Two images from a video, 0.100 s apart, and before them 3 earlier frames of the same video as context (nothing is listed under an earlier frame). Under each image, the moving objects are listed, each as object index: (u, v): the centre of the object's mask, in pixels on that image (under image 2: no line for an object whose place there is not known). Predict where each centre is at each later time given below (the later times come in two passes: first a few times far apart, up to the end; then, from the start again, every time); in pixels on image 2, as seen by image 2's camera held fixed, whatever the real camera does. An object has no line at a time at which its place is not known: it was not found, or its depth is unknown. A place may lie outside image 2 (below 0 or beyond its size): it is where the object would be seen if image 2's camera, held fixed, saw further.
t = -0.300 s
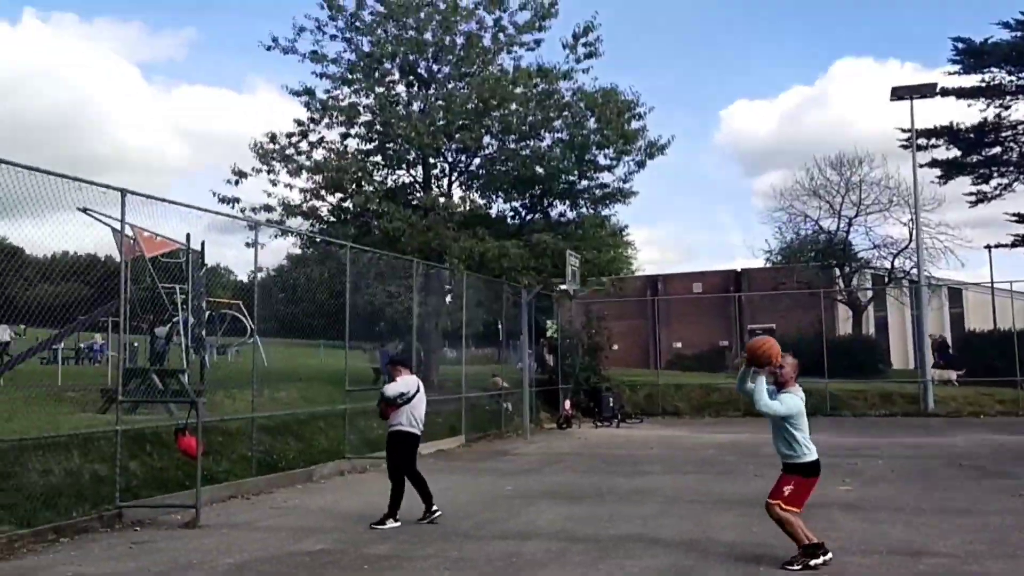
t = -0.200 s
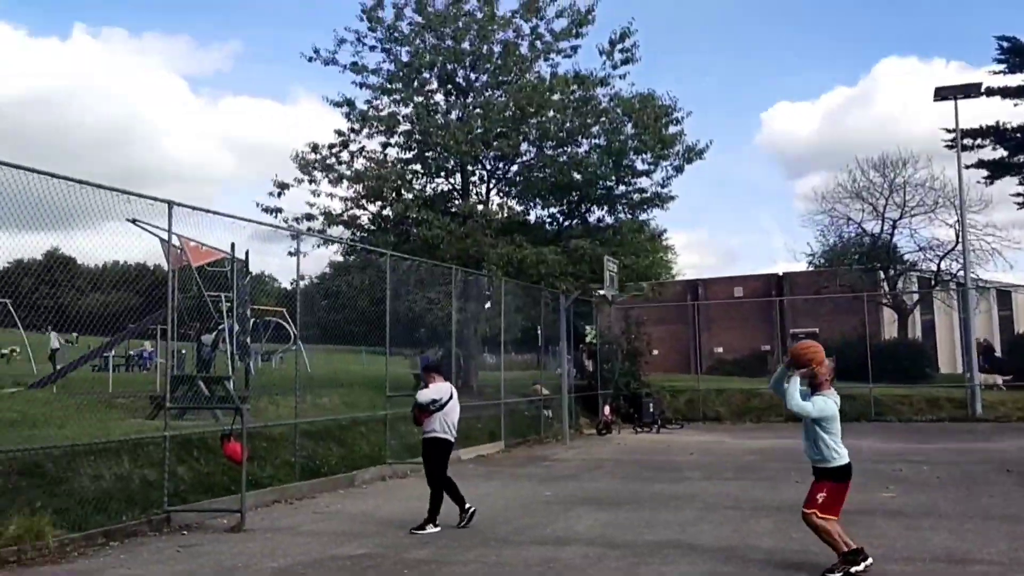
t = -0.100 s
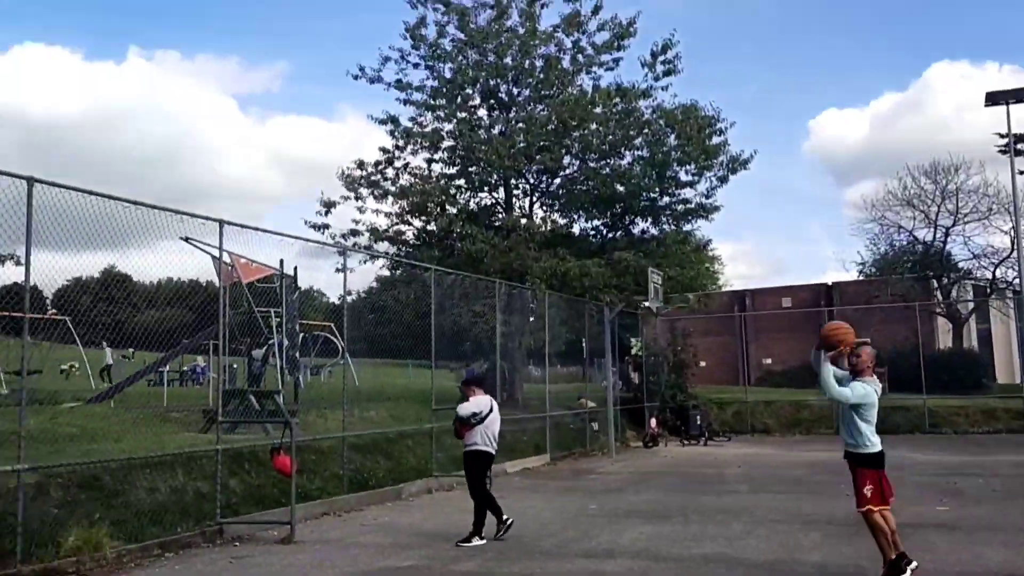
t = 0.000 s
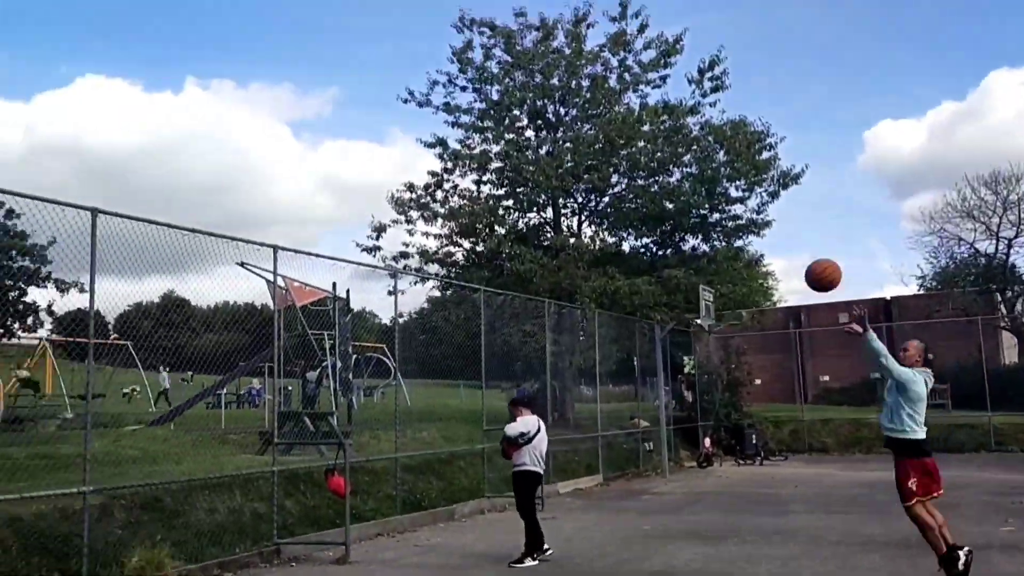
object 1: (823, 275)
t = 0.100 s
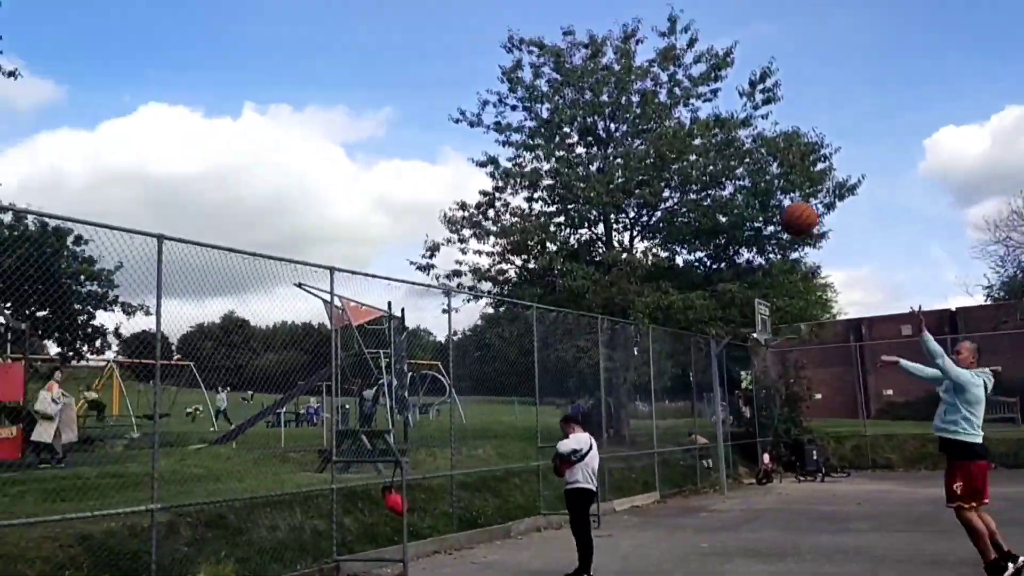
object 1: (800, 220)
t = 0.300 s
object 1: (634, 124)
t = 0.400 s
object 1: (549, 95)
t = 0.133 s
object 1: (770, 199)
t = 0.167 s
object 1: (744, 181)
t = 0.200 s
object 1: (716, 164)
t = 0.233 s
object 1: (688, 149)
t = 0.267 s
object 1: (661, 136)
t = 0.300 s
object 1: (634, 124)
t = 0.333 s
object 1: (605, 113)
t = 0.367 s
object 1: (577, 103)
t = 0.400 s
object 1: (549, 95)
